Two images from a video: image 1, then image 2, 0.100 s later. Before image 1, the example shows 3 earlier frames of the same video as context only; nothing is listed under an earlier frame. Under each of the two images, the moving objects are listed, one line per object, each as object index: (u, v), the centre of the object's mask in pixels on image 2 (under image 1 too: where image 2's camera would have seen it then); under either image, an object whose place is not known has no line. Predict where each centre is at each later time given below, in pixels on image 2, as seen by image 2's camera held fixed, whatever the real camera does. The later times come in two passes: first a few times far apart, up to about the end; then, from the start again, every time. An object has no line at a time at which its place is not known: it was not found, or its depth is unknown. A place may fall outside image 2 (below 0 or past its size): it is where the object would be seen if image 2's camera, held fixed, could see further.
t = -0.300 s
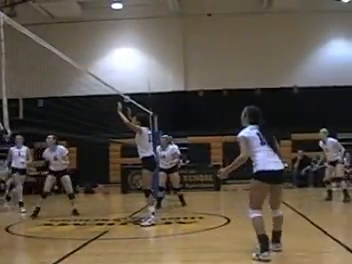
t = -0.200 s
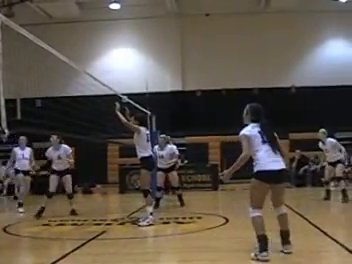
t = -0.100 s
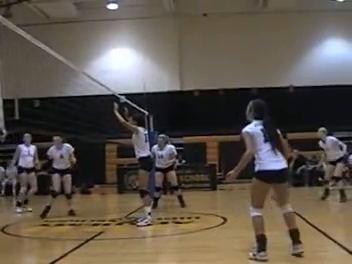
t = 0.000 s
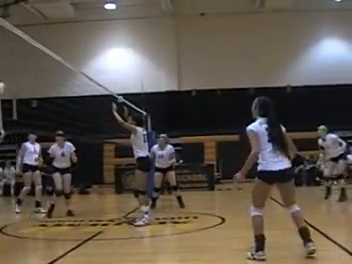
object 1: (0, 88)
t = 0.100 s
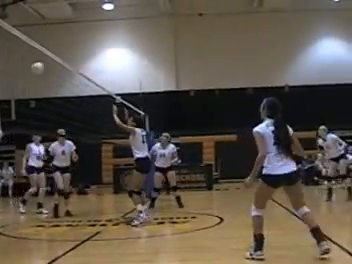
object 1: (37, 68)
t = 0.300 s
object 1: (114, 46)
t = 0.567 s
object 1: (210, 51)
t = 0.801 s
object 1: (285, 88)
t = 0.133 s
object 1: (49, 61)
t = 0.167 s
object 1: (63, 55)
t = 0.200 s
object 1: (76, 52)
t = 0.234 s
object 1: (89, 50)
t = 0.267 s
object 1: (101, 47)
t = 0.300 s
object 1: (114, 46)
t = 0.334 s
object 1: (126, 44)
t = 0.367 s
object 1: (139, 43)
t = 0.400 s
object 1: (151, 41)
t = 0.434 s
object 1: (163, 41)
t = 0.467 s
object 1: (176, 45)
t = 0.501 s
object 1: (186, 45)
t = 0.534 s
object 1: (198, 48)
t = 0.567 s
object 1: (210, 51)
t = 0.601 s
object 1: (221, 55)
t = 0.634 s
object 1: (232, 59)
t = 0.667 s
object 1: (243, 64)
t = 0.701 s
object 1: (253, 70)
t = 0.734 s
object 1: (264, 73)
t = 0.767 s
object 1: (275, 81)
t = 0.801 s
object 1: (285, 88)
